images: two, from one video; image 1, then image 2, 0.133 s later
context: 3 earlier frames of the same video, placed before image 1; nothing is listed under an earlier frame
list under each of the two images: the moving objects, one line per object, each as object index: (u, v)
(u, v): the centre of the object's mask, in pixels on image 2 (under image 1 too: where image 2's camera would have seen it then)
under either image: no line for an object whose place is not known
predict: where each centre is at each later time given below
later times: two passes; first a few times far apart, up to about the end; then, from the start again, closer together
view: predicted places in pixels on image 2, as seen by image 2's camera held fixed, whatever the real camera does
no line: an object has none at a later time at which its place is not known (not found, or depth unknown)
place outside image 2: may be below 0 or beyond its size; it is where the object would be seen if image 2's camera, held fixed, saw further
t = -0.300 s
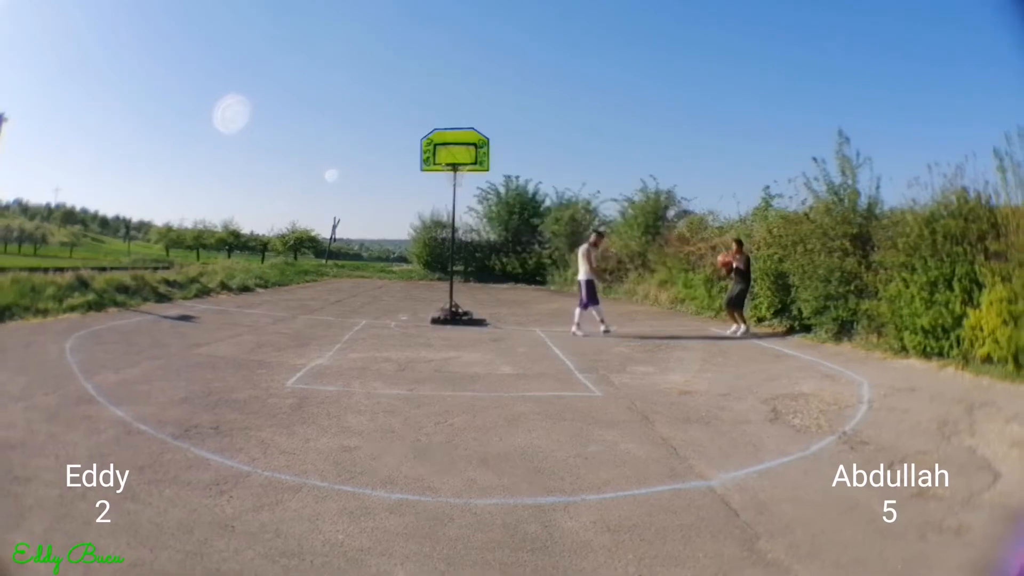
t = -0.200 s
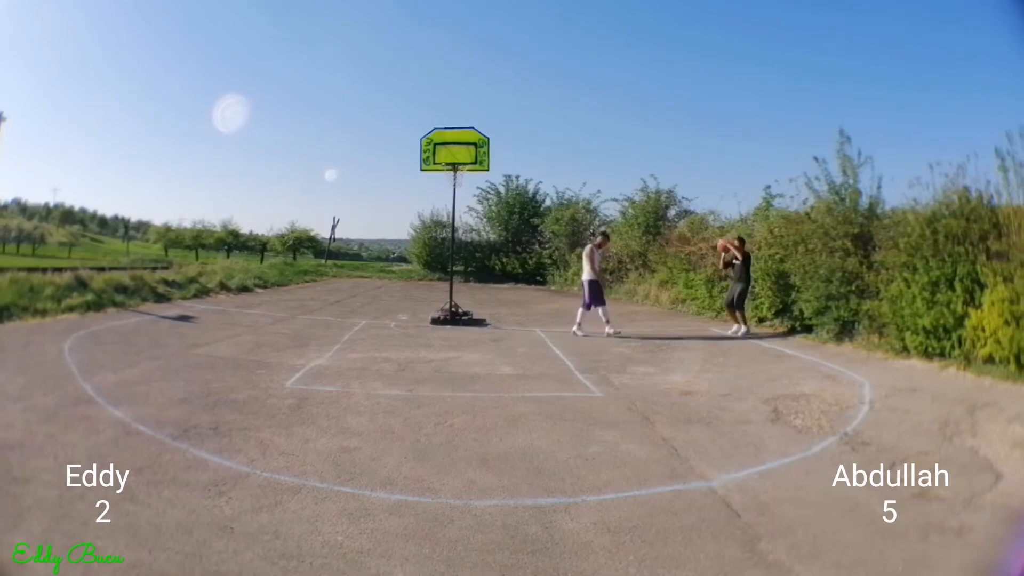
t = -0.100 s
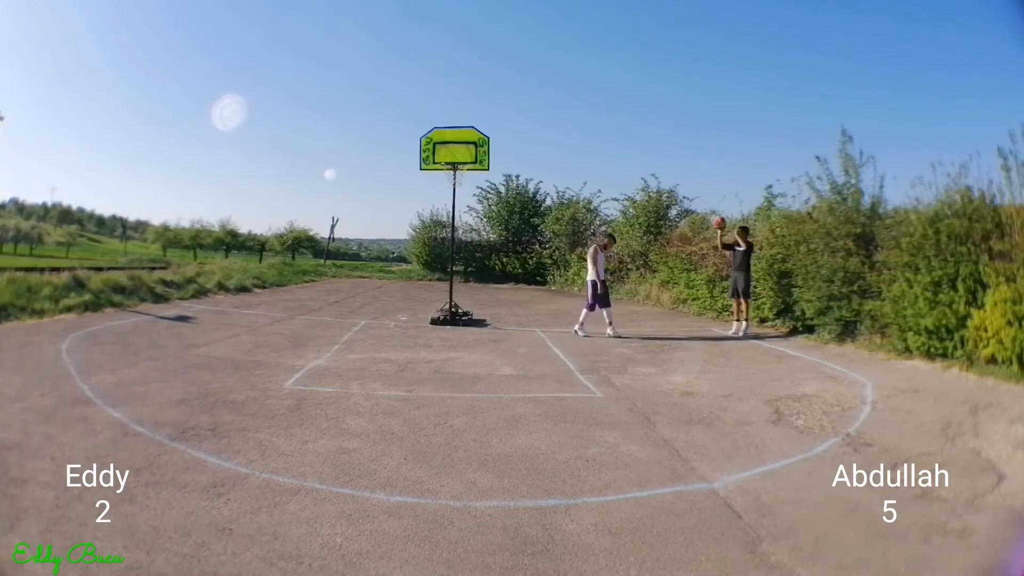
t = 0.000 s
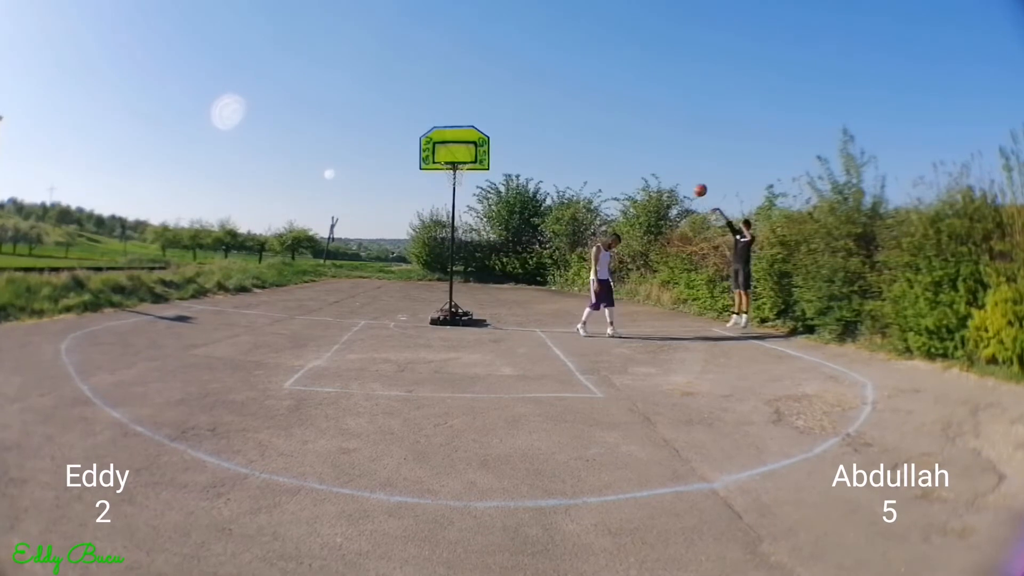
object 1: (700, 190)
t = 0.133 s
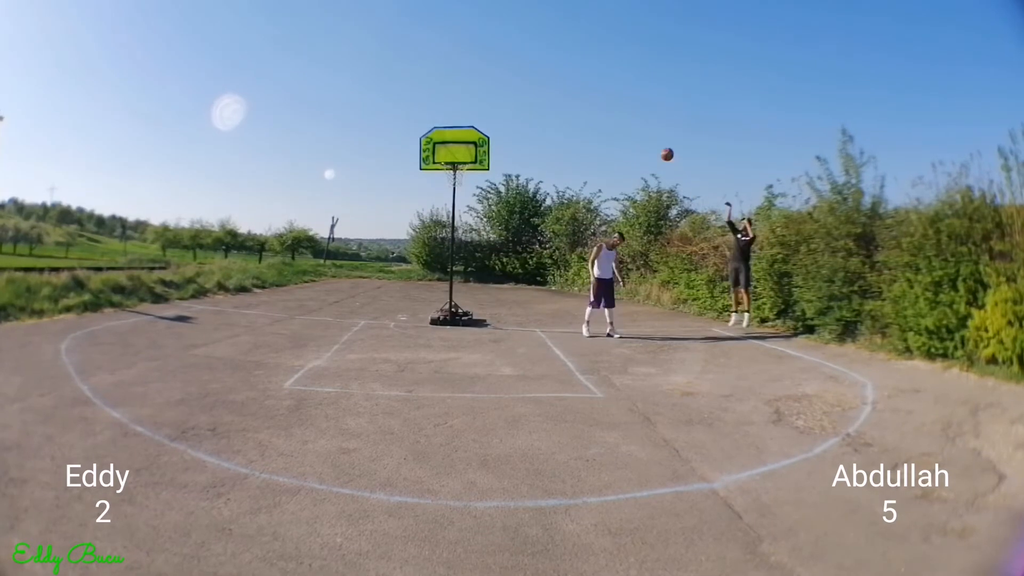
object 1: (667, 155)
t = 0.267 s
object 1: (633, 129)
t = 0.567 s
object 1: (557, 109)
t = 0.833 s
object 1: (488, 134)
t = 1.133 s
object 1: (445, 198)
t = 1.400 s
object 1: (437, 286)
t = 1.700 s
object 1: (462, 258)
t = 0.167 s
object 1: (659, 147)
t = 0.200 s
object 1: (650, 141)
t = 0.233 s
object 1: (642, 135)
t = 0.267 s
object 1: (633, 129)
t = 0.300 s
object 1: (625, 124)
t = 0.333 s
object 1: (617, 120)
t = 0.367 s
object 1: (608, 117)
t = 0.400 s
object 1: (600, 113)
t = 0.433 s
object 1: (591, 111)
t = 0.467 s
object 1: (583, 110)
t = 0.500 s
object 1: (574, 109)
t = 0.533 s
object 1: (566, 109)
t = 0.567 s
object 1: (557, 109)
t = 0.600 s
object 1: (549, 109)
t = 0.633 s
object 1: (540, 111)
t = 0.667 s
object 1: (532, 113)
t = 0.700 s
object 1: (523, 116)
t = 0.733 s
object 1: (514, 119)
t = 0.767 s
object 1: (506, 124)
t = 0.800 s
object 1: (497, 128)
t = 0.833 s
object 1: (488, 134)
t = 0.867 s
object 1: (479, 141)
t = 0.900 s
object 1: (471, 147)
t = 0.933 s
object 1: (462, 154)
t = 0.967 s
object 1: (453, 163)
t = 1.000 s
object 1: (447, 170)
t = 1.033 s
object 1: (446, 177)
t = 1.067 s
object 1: (445, 183)
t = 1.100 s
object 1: (445, 191)
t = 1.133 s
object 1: (445, 198)
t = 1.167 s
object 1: (444, 207)
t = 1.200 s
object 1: (444, 216)
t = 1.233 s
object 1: (442, 226)
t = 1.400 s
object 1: (437, 286)
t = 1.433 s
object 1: (436, 301)
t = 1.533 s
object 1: (440, 311)
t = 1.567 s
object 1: (444, 299)
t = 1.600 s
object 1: (449, 288)
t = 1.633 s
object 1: (453, 277)
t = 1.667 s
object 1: (457, 267)
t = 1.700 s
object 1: (462, 258)
